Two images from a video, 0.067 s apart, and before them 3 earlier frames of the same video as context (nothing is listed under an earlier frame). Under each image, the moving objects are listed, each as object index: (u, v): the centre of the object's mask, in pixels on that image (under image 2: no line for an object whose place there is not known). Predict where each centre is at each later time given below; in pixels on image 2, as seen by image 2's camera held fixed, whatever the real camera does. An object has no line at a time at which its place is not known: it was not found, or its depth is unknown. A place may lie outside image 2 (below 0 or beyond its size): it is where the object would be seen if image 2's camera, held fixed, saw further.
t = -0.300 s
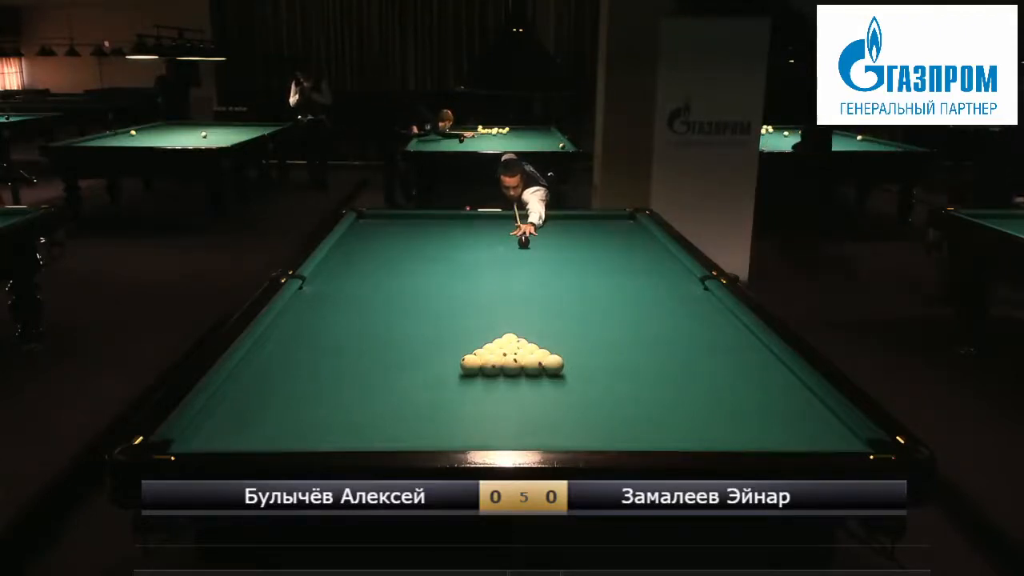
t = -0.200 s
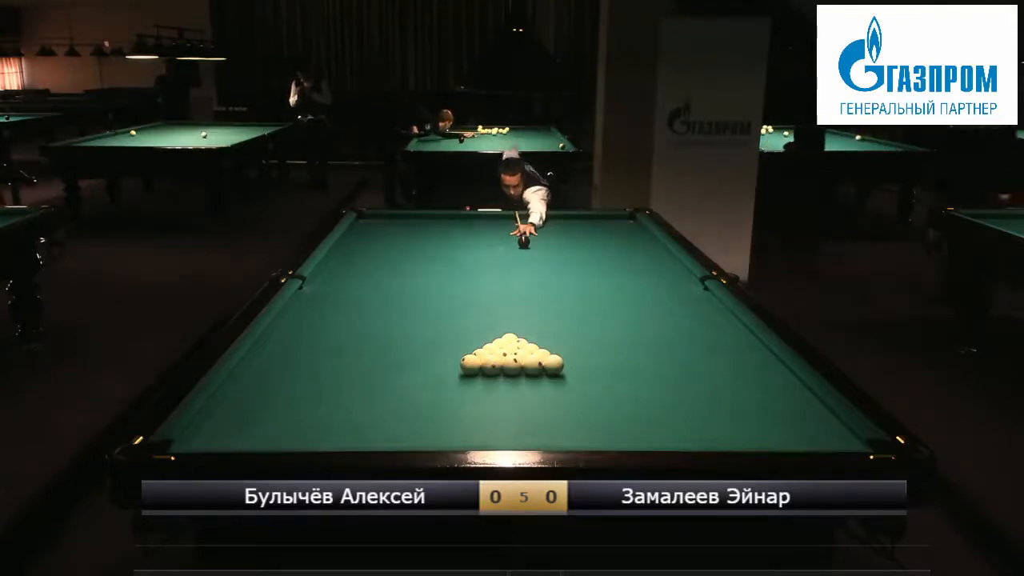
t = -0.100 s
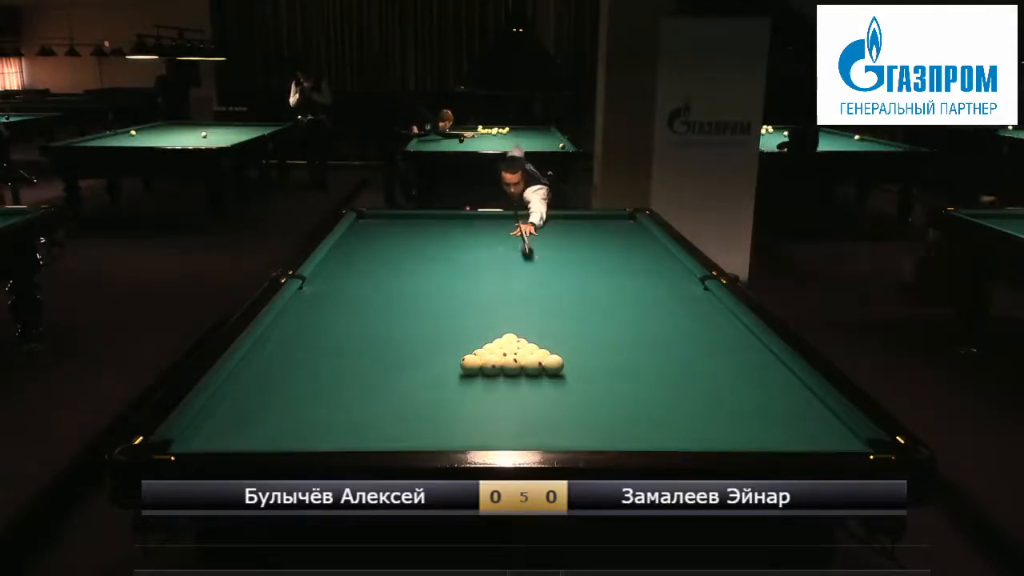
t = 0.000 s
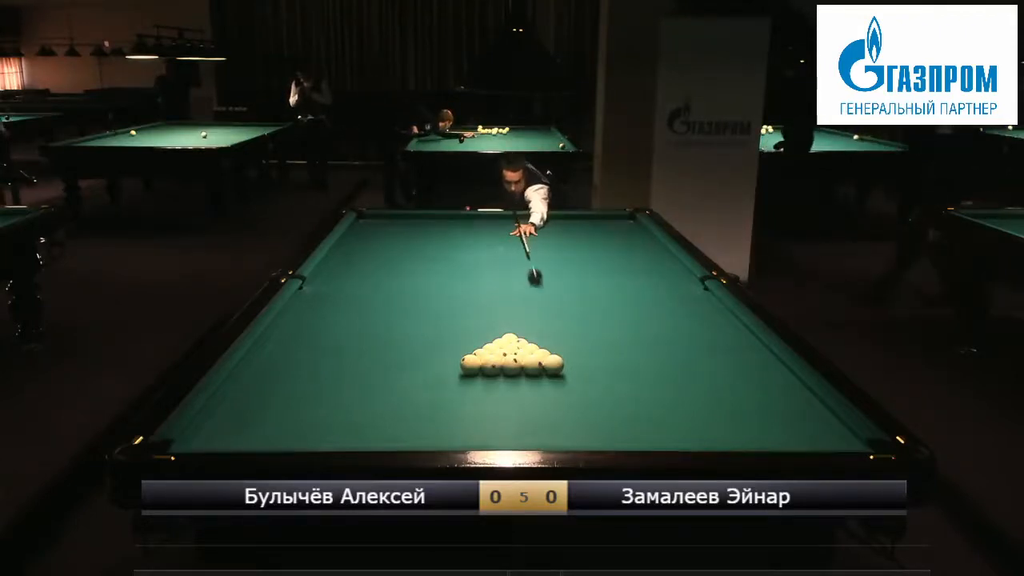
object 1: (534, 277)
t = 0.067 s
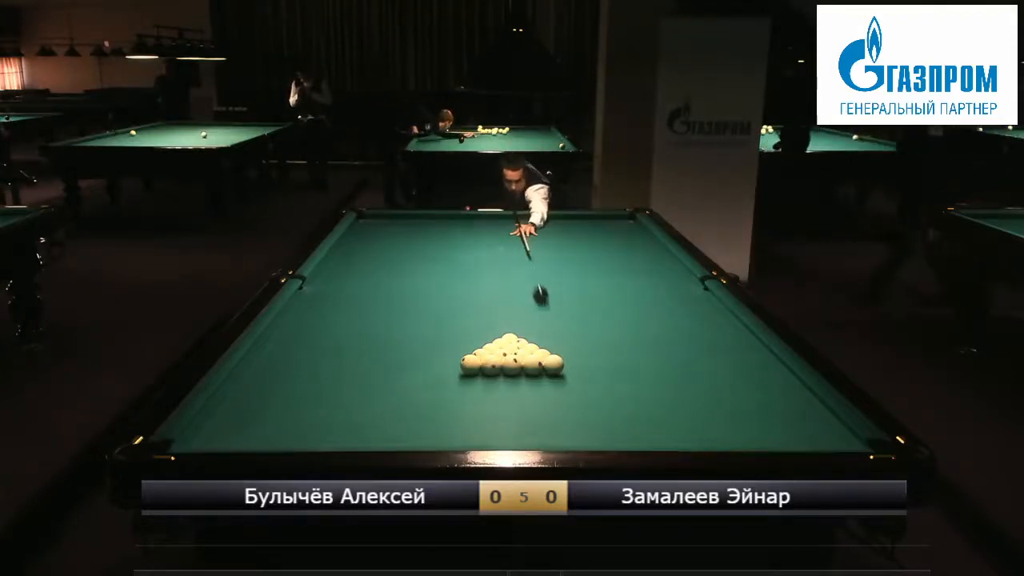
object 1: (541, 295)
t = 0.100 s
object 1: (544, 305)
